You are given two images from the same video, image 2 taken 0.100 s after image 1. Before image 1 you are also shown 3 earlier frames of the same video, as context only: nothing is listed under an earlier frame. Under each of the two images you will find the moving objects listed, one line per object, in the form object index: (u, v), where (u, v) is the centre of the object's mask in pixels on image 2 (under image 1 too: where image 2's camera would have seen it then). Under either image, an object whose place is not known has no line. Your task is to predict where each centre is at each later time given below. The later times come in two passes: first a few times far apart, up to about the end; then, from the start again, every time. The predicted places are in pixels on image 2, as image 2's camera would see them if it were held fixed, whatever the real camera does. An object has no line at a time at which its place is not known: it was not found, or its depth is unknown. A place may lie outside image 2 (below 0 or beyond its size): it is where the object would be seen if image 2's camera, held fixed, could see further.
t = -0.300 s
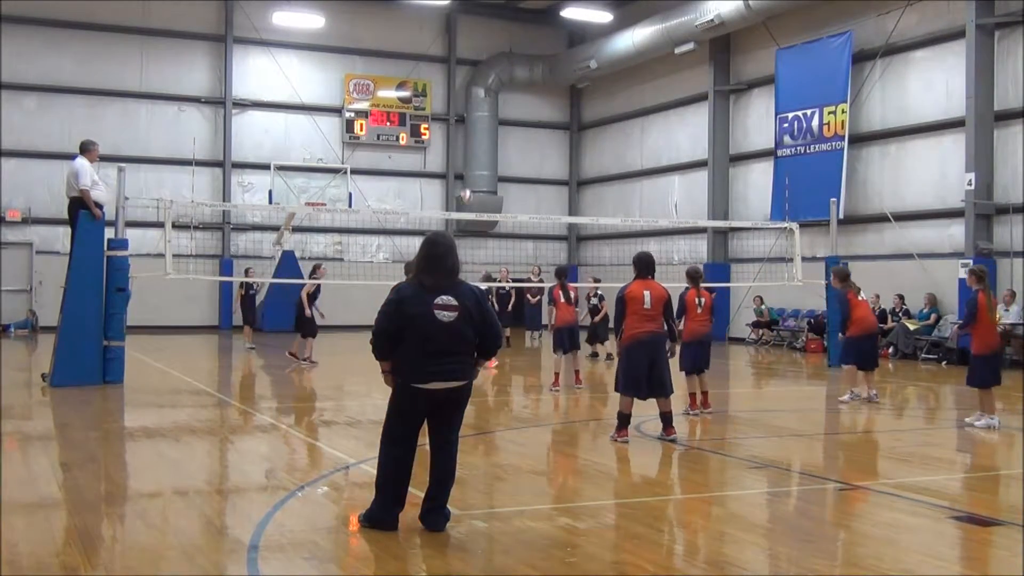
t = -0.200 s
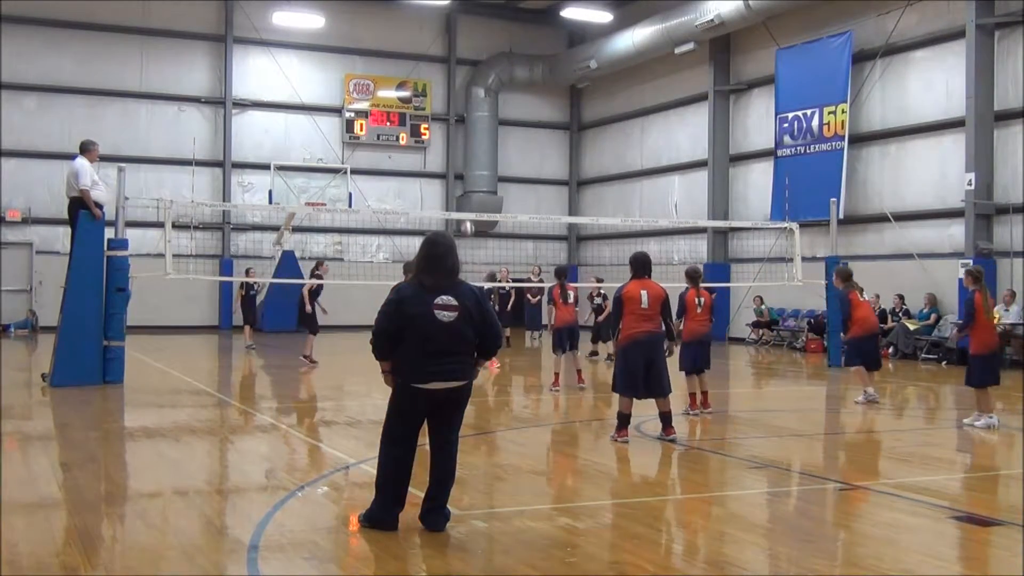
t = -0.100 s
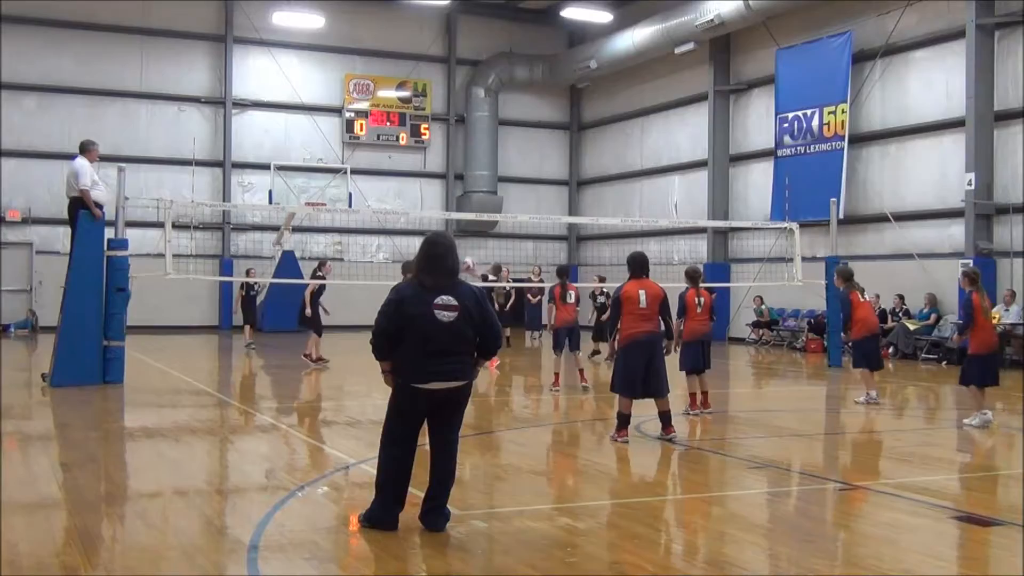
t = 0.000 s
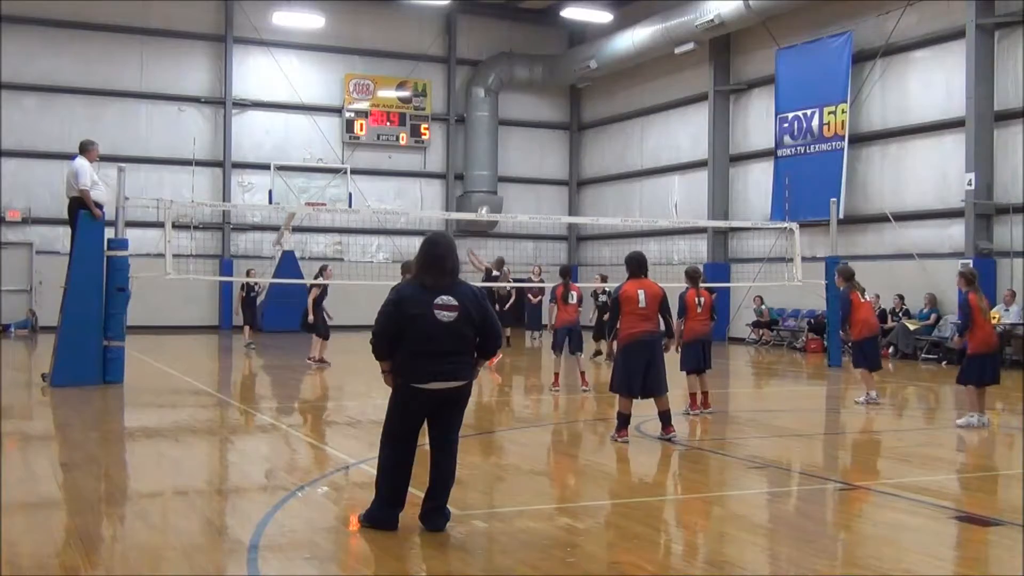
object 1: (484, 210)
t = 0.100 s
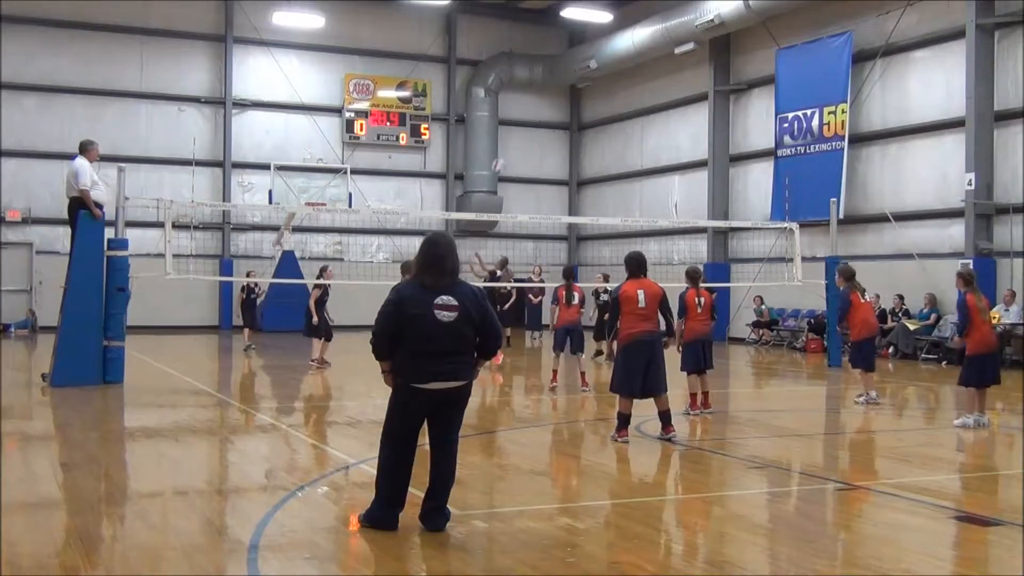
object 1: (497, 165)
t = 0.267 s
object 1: (524, 97)
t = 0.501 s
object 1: (564, 30)
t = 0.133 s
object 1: (504, 151)
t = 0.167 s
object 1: (509, 137)
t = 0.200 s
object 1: (514, 125)
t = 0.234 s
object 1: (519, 111)
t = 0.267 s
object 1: (524, 97)
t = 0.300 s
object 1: (530, 87)
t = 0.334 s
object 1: (533, 76)
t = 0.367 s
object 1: (539, 66)
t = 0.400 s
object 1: (546, 57)
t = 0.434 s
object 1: (552, 47)
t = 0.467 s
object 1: (558, 38)
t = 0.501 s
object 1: (564, 30)
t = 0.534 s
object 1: (570, 24)
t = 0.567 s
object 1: (572, 15)
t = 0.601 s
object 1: (583, 10)
